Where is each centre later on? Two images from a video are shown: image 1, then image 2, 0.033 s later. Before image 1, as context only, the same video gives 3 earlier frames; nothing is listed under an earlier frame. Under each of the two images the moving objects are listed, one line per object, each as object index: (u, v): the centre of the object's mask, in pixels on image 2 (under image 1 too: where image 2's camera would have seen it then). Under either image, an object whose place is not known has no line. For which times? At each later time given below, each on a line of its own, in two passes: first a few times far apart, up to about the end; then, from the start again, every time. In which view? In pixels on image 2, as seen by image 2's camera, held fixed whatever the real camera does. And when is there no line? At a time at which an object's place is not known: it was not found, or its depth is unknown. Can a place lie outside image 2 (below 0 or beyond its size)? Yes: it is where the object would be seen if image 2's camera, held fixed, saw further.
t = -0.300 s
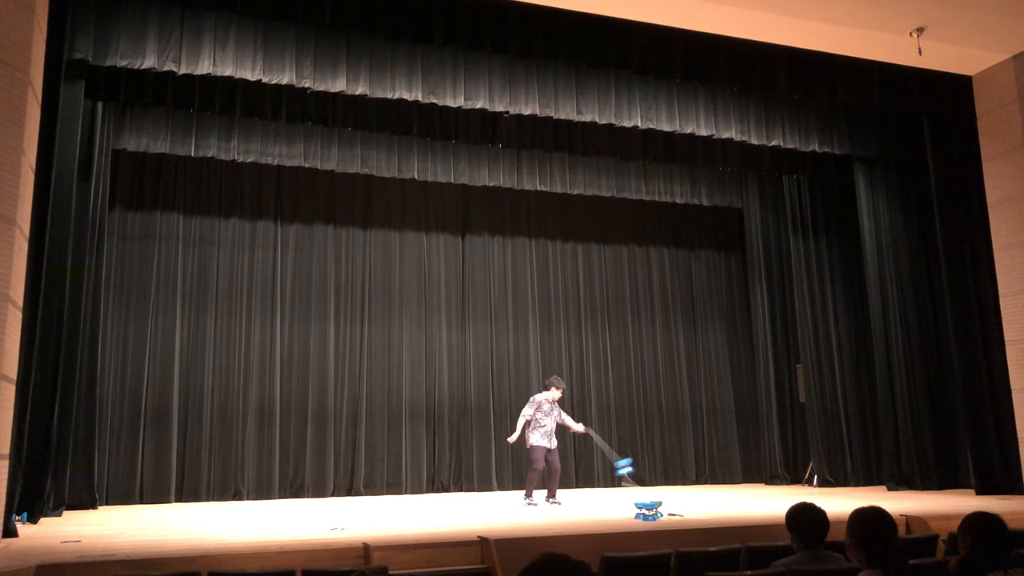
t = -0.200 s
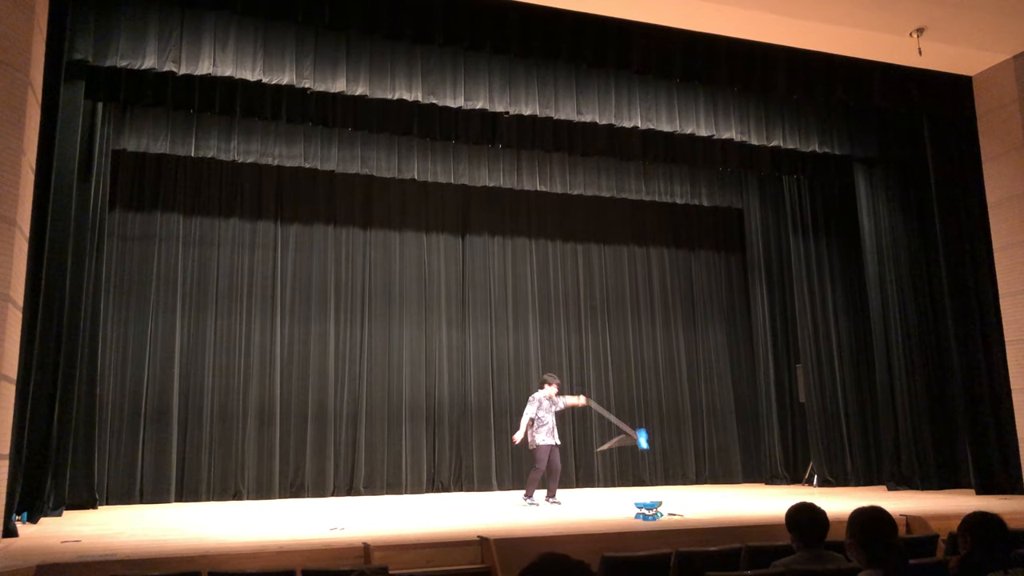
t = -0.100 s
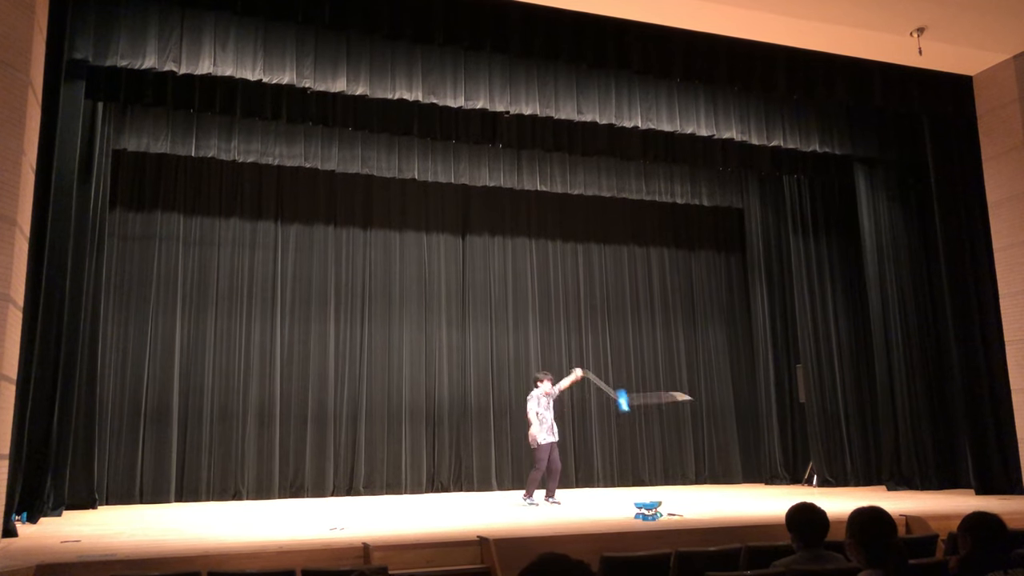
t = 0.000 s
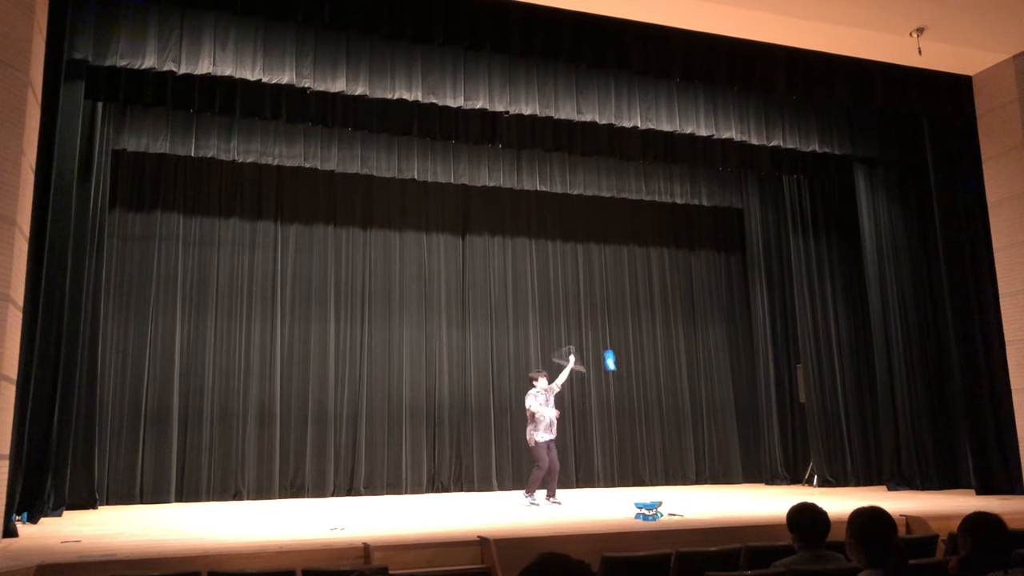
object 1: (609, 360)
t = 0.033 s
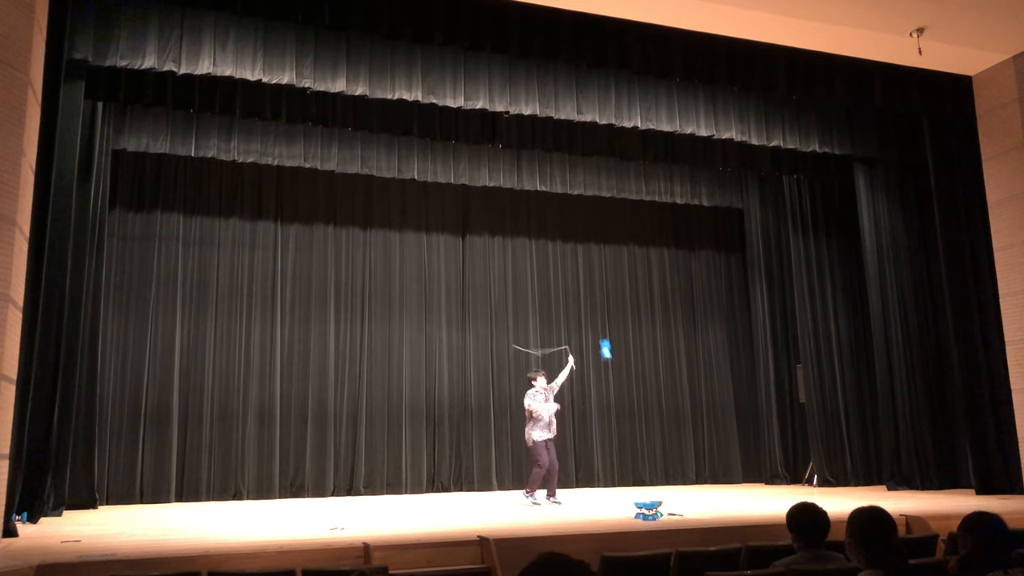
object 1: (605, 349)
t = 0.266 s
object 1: (579, 299)
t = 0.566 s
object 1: (550, 298)
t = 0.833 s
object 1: (528, 352)
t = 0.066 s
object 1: (601, 339)
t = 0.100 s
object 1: (597, 330)
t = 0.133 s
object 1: (594, 322)
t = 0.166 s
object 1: (590, 314)
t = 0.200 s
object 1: (586, 308)
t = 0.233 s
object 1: (583, 303)
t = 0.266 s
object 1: (579, 299)
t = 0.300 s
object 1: (576, 295)
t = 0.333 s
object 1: (572, 292)
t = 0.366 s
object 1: (569, 291)
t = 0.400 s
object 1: (566, 290)
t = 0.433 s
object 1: (563, 290)
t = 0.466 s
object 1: (559, 291)
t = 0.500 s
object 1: (556, 292)
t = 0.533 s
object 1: (553, 295)
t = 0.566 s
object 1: (550, 298)
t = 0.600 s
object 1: (547, 302)
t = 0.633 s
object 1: (544, 307)
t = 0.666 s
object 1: (542, 312)
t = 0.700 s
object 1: (538, 319)
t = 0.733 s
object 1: (536, 326)
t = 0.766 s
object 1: (533, 334)
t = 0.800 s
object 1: (530, 343)
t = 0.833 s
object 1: (528, 352)
